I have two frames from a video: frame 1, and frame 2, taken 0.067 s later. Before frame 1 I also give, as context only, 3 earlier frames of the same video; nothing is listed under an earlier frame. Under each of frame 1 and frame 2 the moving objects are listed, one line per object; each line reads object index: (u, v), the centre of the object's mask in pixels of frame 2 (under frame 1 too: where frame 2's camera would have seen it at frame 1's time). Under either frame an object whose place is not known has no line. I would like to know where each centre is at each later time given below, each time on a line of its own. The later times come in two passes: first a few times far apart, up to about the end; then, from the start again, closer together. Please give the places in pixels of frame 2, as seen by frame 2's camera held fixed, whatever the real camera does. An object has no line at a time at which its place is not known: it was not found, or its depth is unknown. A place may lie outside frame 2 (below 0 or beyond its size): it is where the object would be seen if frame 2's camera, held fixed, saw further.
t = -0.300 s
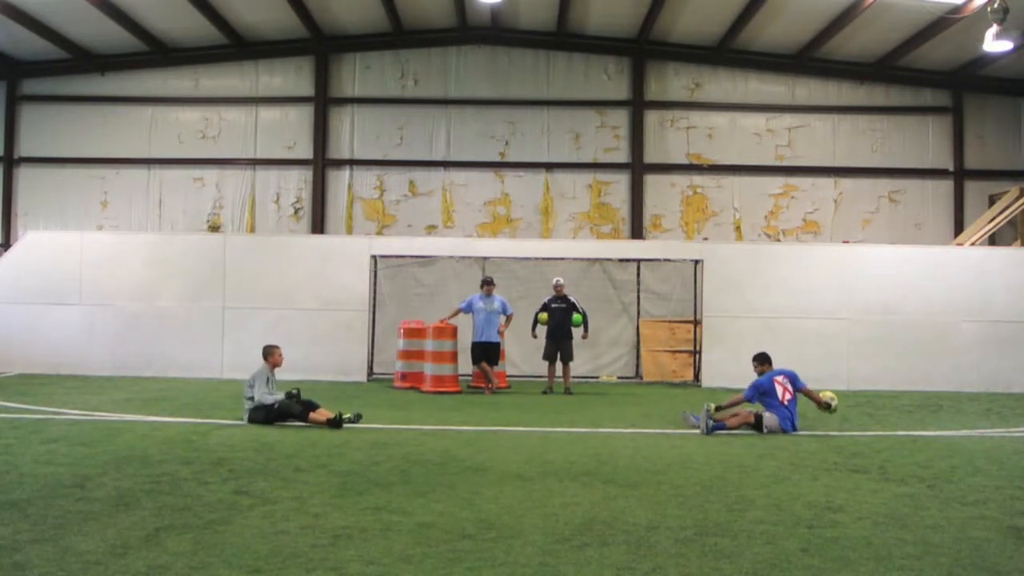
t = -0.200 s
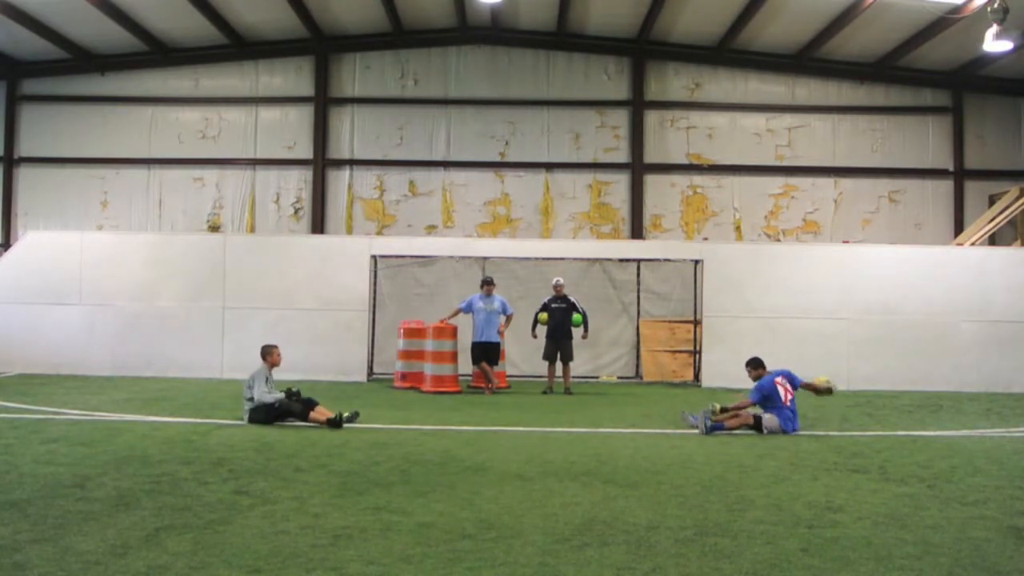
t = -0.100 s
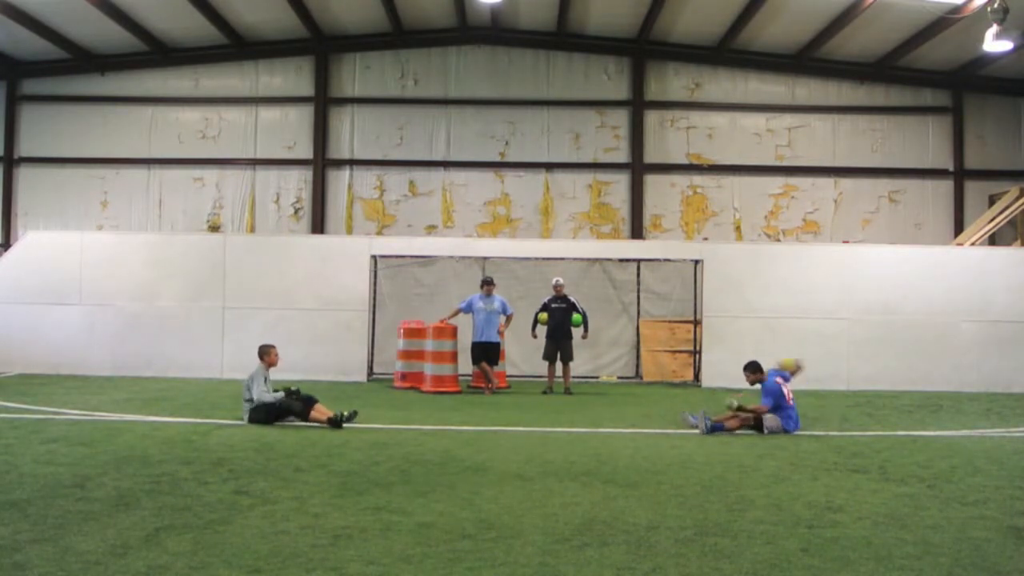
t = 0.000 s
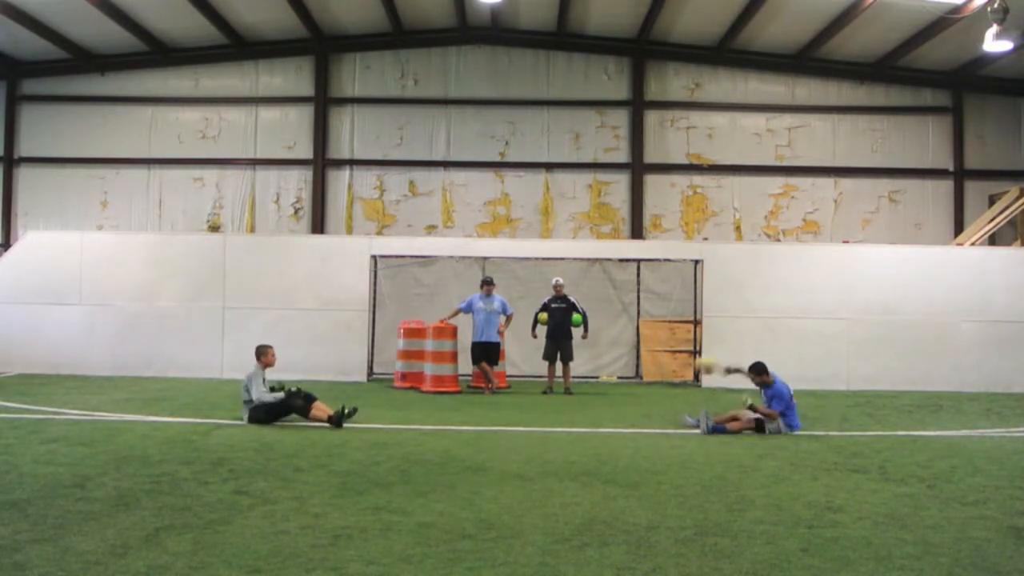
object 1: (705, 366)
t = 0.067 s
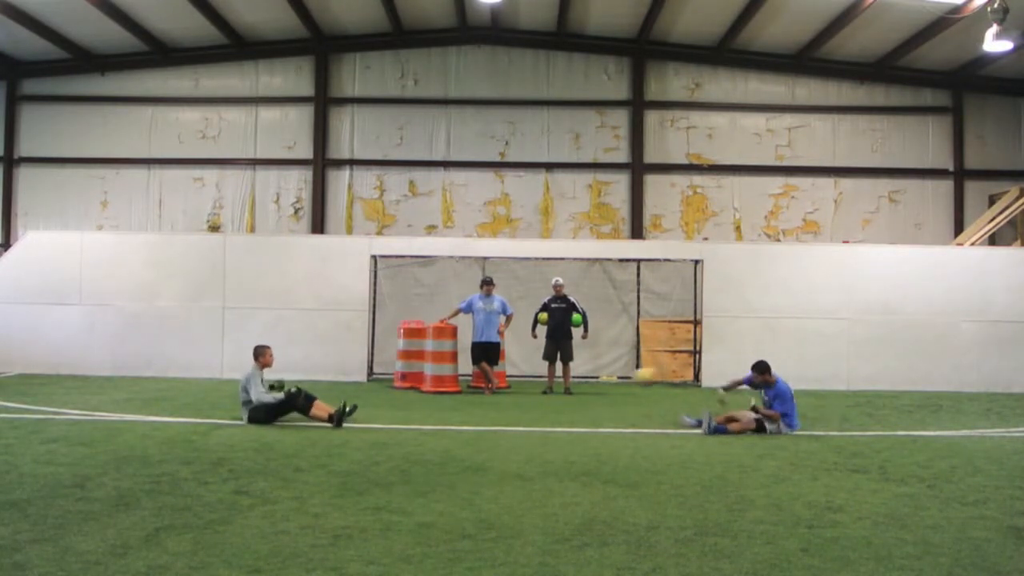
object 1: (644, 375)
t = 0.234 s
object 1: (503, 403)
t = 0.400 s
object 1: (413, 373)
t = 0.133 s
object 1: (584, 392)
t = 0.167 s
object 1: (552, 401)
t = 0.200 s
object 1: (524, 410)
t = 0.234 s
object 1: (503, 403)
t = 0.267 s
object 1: (483, 395)
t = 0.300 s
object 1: (466, 387)
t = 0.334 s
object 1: (450, 383)
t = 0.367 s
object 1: (430, 377)
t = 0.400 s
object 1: (413, 373)
